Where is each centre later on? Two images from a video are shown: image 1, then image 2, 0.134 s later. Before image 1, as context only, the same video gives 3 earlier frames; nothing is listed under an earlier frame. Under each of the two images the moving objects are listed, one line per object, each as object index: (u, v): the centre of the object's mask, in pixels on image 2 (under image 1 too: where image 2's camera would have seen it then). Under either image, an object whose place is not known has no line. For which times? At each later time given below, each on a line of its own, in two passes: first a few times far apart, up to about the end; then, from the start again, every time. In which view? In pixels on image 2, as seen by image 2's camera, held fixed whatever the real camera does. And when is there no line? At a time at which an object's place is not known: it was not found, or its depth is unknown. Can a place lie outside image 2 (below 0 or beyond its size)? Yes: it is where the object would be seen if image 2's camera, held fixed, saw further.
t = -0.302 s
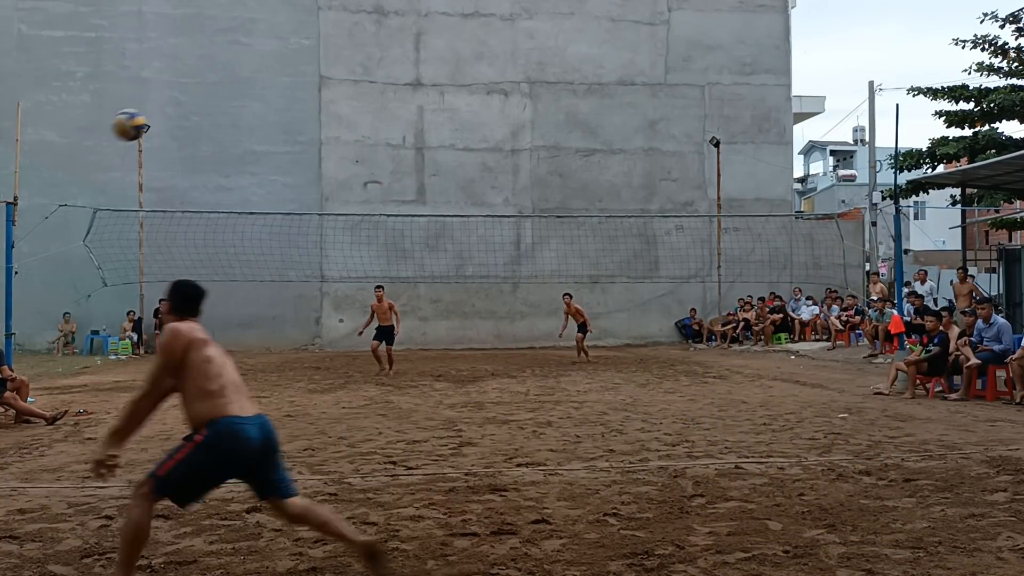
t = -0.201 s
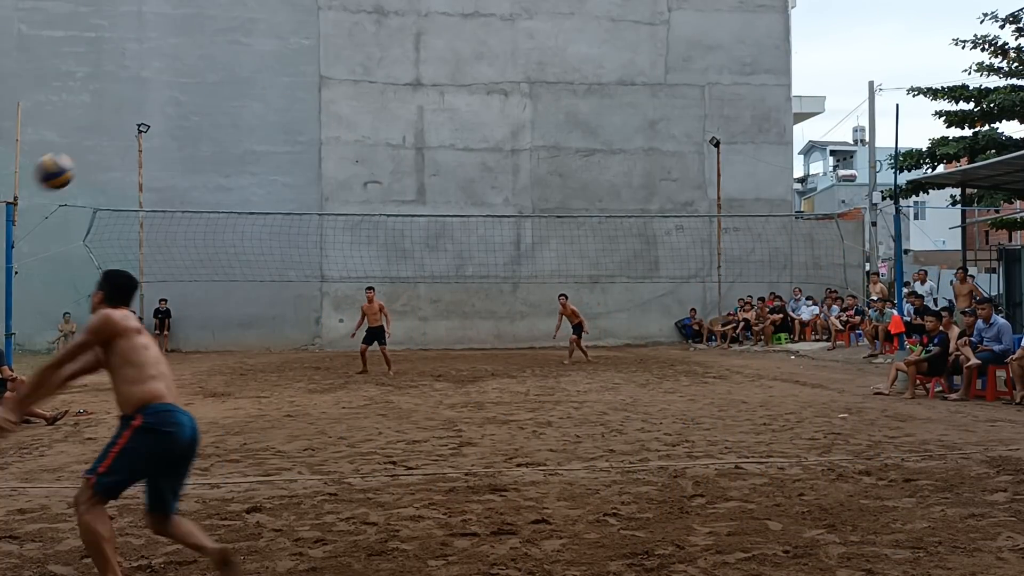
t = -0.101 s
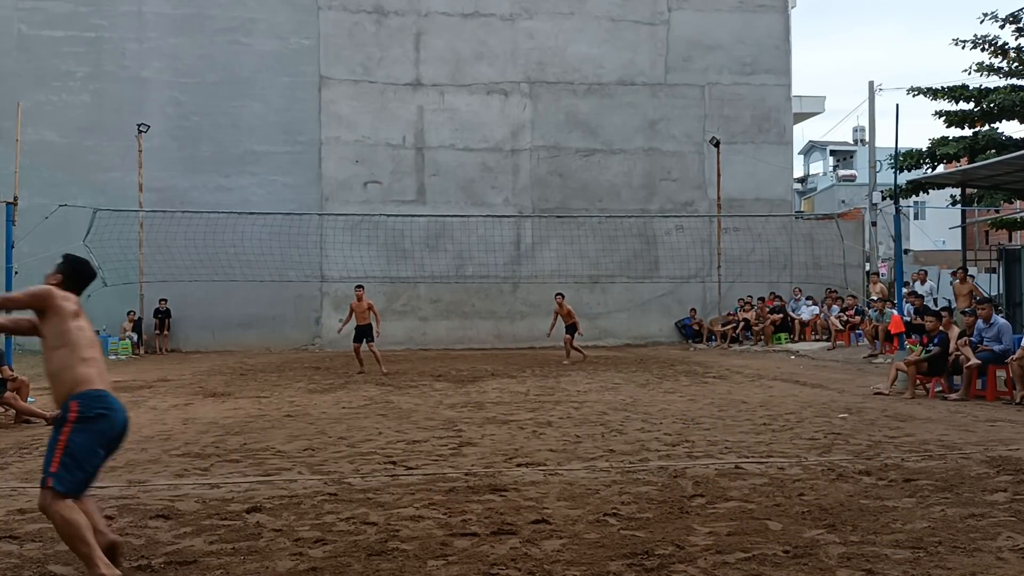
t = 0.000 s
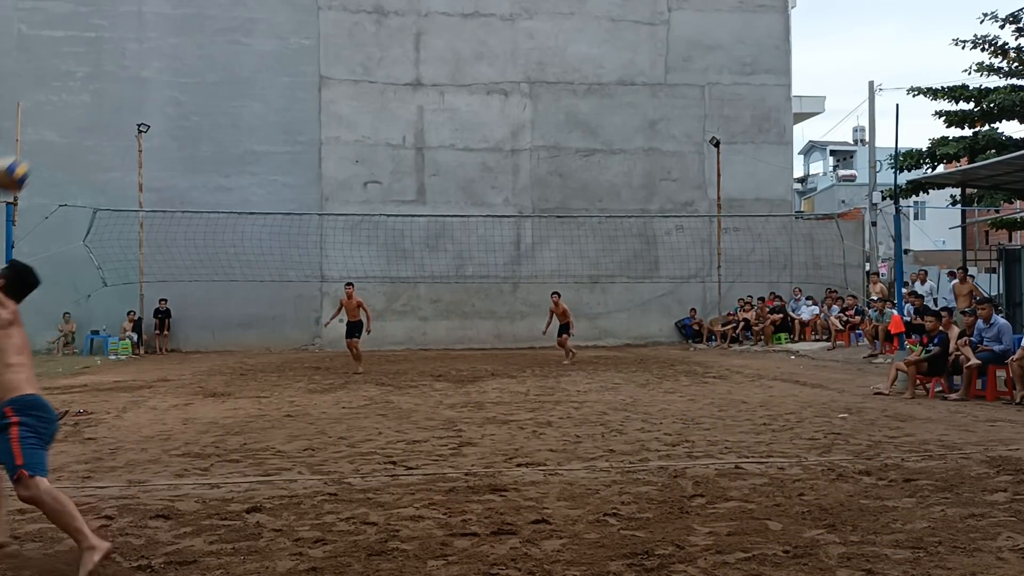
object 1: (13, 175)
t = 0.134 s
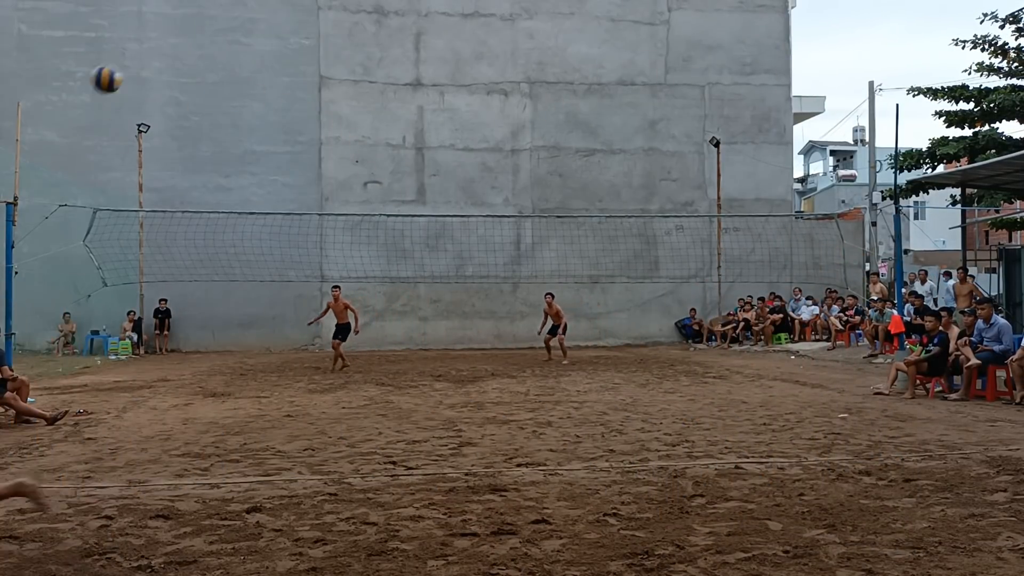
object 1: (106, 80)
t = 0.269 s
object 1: (170, 37)
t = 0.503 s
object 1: (239, 30)
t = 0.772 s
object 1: (287, 72)
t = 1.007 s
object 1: (313, 130)
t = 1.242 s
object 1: (327, 198)
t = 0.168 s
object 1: (124, 65)
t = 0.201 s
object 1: (142, 54)
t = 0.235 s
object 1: (156, 44)
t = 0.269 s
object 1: (170, 37)
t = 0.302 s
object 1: (183, 32)
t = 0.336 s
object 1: (194, 29)
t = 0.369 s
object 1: (205, 27)
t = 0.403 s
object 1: (214, 26)
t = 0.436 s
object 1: (223, 26)
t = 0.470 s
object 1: (231, 28)
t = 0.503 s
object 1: (239, 30)
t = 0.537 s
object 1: (247, 33)
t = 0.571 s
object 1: (254, 37)
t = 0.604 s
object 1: (260, 41)
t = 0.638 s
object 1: (267, 46)
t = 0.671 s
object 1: (272, 52)
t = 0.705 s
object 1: (278, 58)
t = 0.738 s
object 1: (283, 65)
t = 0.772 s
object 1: (287, 72)
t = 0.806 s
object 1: (292, 80)
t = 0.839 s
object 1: (296, 88)
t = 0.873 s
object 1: (300, 96)
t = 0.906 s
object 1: (303, 104)
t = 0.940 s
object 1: (307, 112)
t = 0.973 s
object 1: (310, 121)
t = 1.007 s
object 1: (313, 130)
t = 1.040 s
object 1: (316, 140)
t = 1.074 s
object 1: (318, 149)
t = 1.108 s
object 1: (320, 158)
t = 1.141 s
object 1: (321, 168)
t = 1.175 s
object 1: (323, 178)
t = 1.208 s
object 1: (326, 188)
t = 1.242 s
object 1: (327, 198)
